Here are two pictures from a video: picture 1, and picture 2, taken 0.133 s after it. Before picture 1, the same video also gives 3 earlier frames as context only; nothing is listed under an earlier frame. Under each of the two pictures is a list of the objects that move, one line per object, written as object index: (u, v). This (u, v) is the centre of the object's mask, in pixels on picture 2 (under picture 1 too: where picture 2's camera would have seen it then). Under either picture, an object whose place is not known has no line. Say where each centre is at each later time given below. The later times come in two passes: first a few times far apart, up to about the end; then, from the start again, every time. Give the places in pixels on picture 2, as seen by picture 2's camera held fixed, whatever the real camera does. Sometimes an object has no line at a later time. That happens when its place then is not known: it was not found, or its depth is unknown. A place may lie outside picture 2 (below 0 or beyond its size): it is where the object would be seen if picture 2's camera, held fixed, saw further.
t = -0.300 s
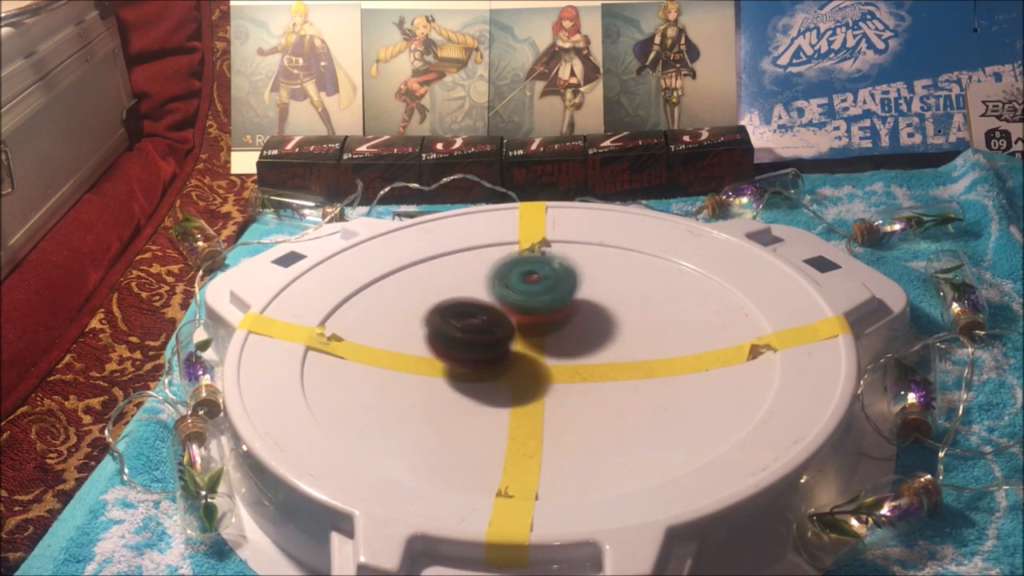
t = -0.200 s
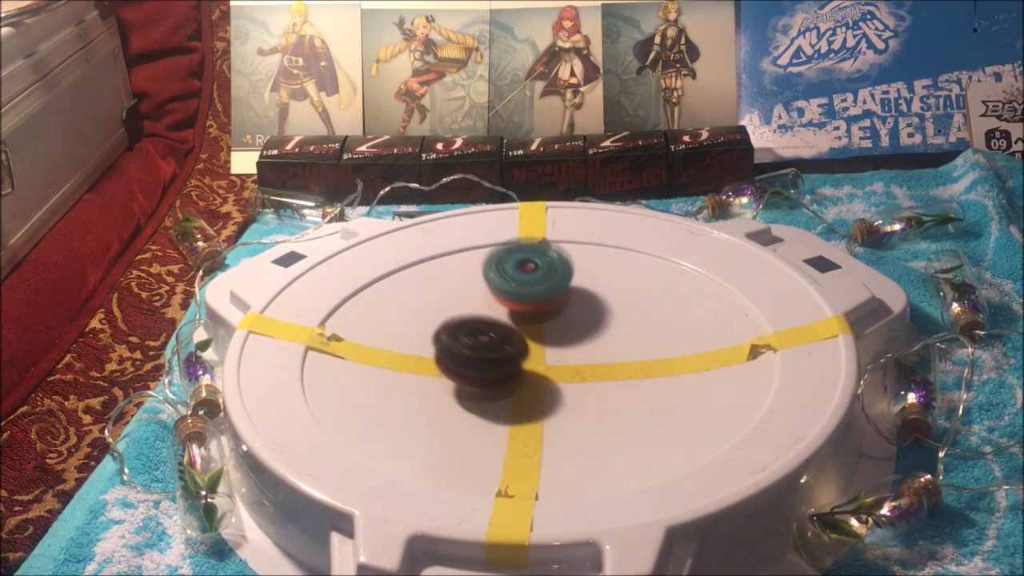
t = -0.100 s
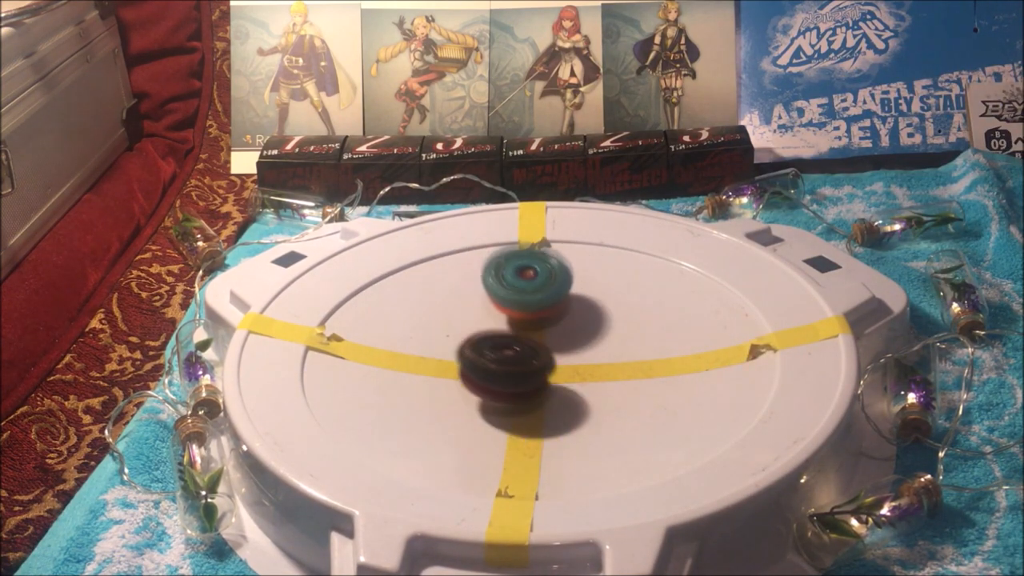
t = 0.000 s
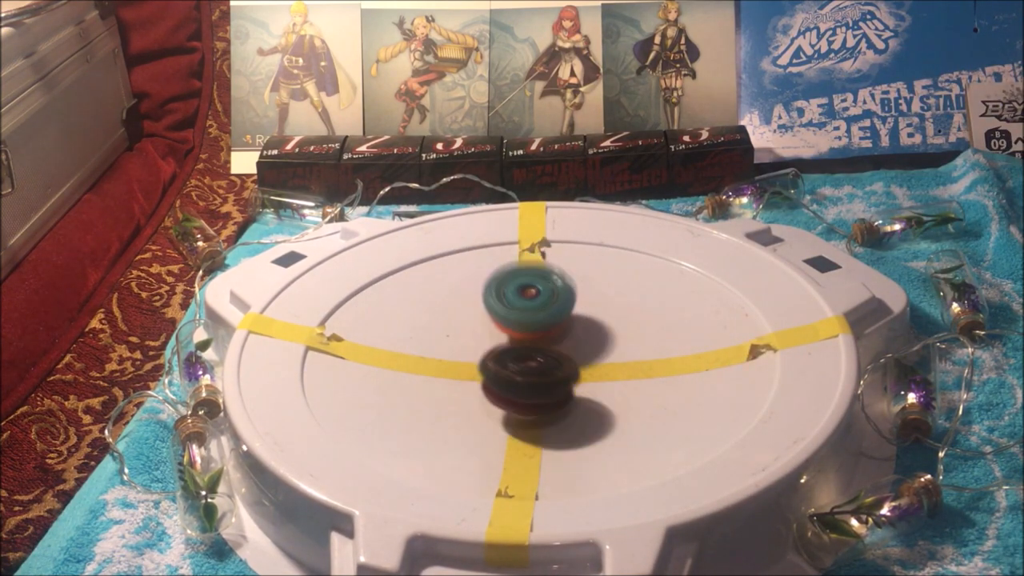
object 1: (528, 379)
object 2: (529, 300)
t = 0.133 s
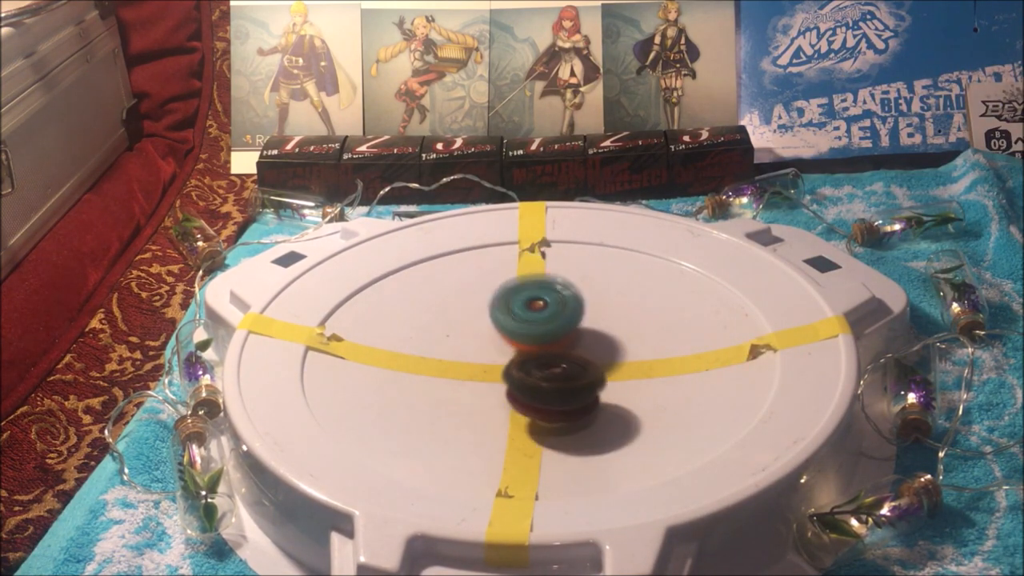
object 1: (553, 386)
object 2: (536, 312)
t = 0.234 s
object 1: (570, 384)
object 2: (578, 312)
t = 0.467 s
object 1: (595, 370)
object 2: (598, 289)
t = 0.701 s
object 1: (610, 350)
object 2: (546, 299)
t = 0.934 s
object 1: (636, 329)
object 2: (502, 332)
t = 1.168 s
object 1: (618, 313)
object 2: (521, 338)
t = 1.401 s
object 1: (620, 284)
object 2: (485, 358)
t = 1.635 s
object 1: (604, 272)
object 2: (514, 341)
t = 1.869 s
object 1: (571, 263)
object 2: (493, 313)
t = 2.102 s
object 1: (549, 266)
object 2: (516, 328)
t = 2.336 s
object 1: (525, 271)
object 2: (514, 333)
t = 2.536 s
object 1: (501, 281)
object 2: (524, 344)
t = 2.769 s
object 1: (472, 293)
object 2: (553, 338)
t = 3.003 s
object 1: (456, 302)
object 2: (561, 318)
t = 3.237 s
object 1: (471, 321)
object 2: (570, 316)
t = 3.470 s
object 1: (478, 337)
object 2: (586, 328)
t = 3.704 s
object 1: (483, 351)
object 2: (575, 311)
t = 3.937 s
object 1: (502, 365)
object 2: (558, 313)
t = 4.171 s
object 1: (524, 369)
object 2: (548, 307)
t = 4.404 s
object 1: (545, 367)
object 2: (546, 300)
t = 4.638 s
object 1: (573, 364)
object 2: (549, 293)
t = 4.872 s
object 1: (590, 355)
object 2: (544, 300)
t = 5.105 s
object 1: (597, 352)
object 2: (532, 299)
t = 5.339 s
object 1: (590, 344)
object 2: (526, 298)
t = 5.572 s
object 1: (587, 340)
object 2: (507, 291)
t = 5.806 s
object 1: (582, 335)
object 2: (497, 294)
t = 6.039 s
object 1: (585, 336)
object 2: (493, 297)
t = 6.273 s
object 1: (585, 338)
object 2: (501, 304)
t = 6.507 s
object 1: (588, 342)
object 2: (508, 304)
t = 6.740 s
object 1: (584, 345)
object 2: (511, 303)
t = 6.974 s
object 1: (586, 349)
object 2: (504, 300)
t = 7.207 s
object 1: (587, 356)
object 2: (507, 301)
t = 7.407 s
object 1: (570, 358)
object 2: (511, 301)
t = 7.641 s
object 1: (548, 354)
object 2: (510, 296)
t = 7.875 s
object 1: (542, 349)
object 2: (509, 290)
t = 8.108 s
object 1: (540, 357)
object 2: (511, 291)
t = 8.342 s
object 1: (553, 357)
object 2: (507, 289)
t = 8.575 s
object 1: (568, 359)
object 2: (512, 292)
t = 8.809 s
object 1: (573, 351)
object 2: (523, 297)
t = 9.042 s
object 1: (580, 353)
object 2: (519, 292)
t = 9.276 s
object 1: (575, 349)
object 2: (517, 298)
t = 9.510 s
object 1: (570, 347)
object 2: (508, 299)
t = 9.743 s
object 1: (567, 357)
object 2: (506, 295)
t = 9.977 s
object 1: (555, 356)
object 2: (518, 298)
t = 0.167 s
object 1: (559, 386)
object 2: (550, 314)
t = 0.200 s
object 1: (564, 385)
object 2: (565, 314)
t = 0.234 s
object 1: (570, 384)
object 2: (578, 312)
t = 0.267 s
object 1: (575, 382)
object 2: (590, 308)
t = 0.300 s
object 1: (580, 380)
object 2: (600, 304)
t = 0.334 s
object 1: (584, 379)
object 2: (605, 298)
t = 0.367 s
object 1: (587, 377)
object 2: (607, 294)
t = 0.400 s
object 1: (590, 374)
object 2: (606, 291)
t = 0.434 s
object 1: (592, 372)
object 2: (603, 289)
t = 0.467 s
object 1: (595, 370)
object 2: (598, 289)
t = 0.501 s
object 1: (596, 367)
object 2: (592, 290)
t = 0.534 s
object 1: (597, 363)
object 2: (585, 293)
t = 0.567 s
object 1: (599, 360)
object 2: (578, 295)
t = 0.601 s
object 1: (601, 358)
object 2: (570, 297)
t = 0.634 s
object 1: (602, 353)
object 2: (561, 298)
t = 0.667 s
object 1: (607, 352)
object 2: (553, 299)
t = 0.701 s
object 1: (610, 350)
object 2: (546, 299)
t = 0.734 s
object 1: (611, 347)
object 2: (543, 300)
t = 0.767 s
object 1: (612, 343)
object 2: (540, 302)
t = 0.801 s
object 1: (614, 341)
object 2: (534, 307)
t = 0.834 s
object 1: (618, 337)
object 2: (530, 312)
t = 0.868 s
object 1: (625, 335)
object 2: (521, 318)
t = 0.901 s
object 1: (632, 332)
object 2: (513, 325)
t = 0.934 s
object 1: (636, 329)
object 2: (502, 332)
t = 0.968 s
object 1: (639, 326)
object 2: (496, 337)
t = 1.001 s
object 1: (639, 323)
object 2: (493, 339)
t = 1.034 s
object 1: (637, 320)
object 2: (494, 340)
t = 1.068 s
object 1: (632, 318)
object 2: (500, 339)
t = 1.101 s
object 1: (625, 317)
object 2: (509, 337)
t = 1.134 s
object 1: (618, 317)
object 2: (520, 335)
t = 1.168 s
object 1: (618, 313)
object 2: (521, 338)
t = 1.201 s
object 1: (620, 309)
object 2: (519, 341)
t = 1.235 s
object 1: (621, 304)
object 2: (512, 345)
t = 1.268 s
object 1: (622, 300)
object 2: (503, 350)
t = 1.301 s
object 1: (622, 295)
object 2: (495, 354)
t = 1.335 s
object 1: (622, 291)
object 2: (490, 357)
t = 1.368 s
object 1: (621, 288)
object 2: (486, 358)
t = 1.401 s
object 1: (620, 284)
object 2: (485, 358)
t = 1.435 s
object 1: (619, 281)
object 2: (486, 357)
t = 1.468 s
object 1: (617, 279)
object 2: (488, 354)
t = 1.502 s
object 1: (615, 277)
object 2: (493, 352)
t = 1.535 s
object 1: (613, 275)
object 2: (497, 348)
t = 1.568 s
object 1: (610, 273)
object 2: (503, 344)
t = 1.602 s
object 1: (607, 272)
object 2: (508, 342)
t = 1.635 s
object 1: (604, 272)
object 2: (514, 341)
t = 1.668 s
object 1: (599, 272)
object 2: (512, 337)
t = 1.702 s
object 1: (594, 271)
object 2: (509, 332)
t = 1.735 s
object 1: (588, 271)
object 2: (506, 325)
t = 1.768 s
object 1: (582, 271)
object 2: (503, 318)
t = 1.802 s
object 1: (575, 271)
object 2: (502, 313)
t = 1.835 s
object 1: (571, 267)
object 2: (498, 311)
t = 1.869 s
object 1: (571, 263)
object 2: (493, 313)
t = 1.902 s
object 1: (570, 261)
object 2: (490, 316)
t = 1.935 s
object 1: (567, 261)
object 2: (490, 318)
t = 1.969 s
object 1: (564, 261)
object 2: (493, 321)
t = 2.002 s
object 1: (561, 261)
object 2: (497, 324)
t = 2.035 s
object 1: (557, 263)
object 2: (504, 326)
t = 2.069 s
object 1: (553, 265)
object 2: (510, 328)
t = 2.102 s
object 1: (549, 266)
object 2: (516, 328)
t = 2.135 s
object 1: (545, 266)
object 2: (520, 327)
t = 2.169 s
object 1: (542, 266)
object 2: (520, 327)
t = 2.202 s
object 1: (540, 266)
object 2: (517, 330)
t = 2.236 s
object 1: (537, 267)
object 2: (515, 332)
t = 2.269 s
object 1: (534, 268)
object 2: (514, 333)
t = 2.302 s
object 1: (530, 269)
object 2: (514, 333)
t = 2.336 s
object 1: (525, 271)
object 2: (514, 333)
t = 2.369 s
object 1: (521, 272)
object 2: (515, 333)
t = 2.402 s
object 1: (516, 272)
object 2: (515, 335)
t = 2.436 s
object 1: (513, 275)
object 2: (516, 337)
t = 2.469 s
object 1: (508, 277)
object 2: (518, 338)
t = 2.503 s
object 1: (504, 279)
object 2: (521, 342)
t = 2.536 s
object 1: (501, 281)
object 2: (524, 344)
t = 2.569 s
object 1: (498, 282)
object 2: (528, 344)
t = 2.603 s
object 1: (494, 284)
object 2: (531, 343)
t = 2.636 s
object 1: (490, 287)
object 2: (533, 342)
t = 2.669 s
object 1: (485, 290)
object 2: (535, 341)
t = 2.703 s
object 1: (480, 291)
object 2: (542, 340)
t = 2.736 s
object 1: (476, 292)
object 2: (548, 340)
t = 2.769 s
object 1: (472, 293)
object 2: (553, 338)
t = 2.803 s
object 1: (469, 294)
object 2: (556, 335)
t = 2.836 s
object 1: (466, 295)
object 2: (557, 332)
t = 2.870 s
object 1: (463, 297)
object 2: (559, 330)
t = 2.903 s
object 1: (460, 298)
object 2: (559, 327)
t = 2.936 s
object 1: (458, 300)
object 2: (559, 323)
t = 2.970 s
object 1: (457, 301)
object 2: (560, 321)
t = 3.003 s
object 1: (456, 302)
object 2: (561, 318)
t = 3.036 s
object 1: (457, 304)
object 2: (563, 315)
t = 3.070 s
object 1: (458, 306)
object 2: (565, 314)
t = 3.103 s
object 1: (460, 309)
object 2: (566, 313)
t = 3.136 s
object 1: (461, 312)
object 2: (568, 312)
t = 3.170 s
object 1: (464, 314)
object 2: (569, 313)
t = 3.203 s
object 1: (467, 318)
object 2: (569, 314)
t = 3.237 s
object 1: (471, 321)
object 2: (570, 316)
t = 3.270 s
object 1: (474, 323)
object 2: (571, 319)
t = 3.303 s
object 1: (475, 326)
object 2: (576, 320)
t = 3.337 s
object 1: (478, 329)
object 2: (577, 323)
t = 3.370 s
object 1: (479, 330)
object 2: (578, 326)
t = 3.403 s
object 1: (476, 333)
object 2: (584, 327)
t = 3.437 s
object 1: (476, 335)
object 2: (587, 329)
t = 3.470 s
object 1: (478, 337)
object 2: (586, 328)
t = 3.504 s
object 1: (481, 339)
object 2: (581, 328)
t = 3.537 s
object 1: (476, 341)
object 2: (583, 324)
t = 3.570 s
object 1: (473, 343)
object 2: (585, 320)
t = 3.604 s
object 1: (472, 344)
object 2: (585, 316)
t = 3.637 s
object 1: (473, 346)
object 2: (582, 314)
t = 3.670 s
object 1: (478, 349)
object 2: (579, 312)
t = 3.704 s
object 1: (483, 351)
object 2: (575, 311)
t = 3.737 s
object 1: (487, 352)
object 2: (571, 312)
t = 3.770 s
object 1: (491, 354)
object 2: (567, 312)
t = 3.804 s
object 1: (493, 357)
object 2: (564, 313)
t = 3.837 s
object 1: (495, 360)
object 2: (562, 313)
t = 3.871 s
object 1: (498, 362)
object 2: (559, 312)
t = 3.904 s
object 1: (500, 364)
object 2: (558, 311)
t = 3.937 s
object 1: (502, 365)
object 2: (558, 313)
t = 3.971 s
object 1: (505, 366)
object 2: (555, 310)
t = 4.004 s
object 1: (509, 366)
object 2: (553, 309)
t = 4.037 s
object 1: (512, 367)
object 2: (551, 309)
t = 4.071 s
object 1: (515, 367)
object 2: (549, 308)
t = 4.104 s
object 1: (519, 369)
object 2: (550, 309)
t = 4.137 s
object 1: (521, 369)
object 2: (549, 308)
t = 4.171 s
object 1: (524, 369)
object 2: (548, 307)
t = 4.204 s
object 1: (525, 368)
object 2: (548, 306)
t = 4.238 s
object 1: (528, 367)
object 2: (548, 305)
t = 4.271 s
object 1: (531, 367)
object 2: (547, 304)
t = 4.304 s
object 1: (535, 368)
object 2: (547, 303)
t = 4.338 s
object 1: (537, 368)
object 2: (547, 301)
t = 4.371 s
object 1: (541, 368)
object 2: (547, 301)
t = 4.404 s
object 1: (545, 367)
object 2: (546, 300)
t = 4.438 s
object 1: (550, 364)
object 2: (546, 299)
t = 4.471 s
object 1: (554, 363)
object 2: (546, 300)
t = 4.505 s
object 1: (559, 364)
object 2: (545, 298)
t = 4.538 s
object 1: (563, 365)
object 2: (545, 294)
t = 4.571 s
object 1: (566, 365)
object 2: (546, 292)
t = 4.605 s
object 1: (570, 365)
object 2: (548, 292)
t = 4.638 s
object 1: (573, 364)
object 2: (549, 293)
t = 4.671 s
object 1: (577, 363)
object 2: (549, 294)
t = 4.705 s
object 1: (579, 361)
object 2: (549, 295)
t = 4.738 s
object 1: (582, 360)
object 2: (549, 297)
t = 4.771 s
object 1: (585, 357)
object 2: (548, 299)
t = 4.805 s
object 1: (588, 356)
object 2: (547, 300)
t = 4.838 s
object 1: (590, 356)
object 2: (545, 300)
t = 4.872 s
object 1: (590, 355)
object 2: (544, 300)
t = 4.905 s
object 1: (591, 354)
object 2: (543, 301)
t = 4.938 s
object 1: (592, 355)
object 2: (542, 300)
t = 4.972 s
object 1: (593, 354)
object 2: (540, 300)
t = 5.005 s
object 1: (593, 353)
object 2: (539, 300)
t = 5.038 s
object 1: (593, 352)
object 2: (536, 301)
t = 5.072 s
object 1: (594, 351)
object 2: (535, 301)
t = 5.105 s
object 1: (597, 352)
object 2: (532, 299)
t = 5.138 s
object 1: (597, 352)
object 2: (529, 298)
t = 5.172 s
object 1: (597, 351)
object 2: (528, 297)
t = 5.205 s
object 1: (596, 350)
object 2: (526, 297)
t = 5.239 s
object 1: (595, 349)
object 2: (526, 297)
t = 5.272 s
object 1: (594, 347)
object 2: (525, 297)
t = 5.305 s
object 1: (592, 346)
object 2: (525, 298)
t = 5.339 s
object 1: (590, 344)
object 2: (526, 298)
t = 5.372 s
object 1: (591, 344)
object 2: (523, 297)
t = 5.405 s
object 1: (590, 344)
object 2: (520, 295)
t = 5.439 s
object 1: (587, 343)
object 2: (518, 295)
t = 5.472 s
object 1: (586, 341)
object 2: (516, 294)
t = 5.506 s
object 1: (584, 339)
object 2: (516, 295)
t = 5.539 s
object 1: (587, 340)
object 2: (512, 293)
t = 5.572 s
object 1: (587, 340)
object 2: (507, 291)
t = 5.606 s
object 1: (586, 340)
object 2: (503, 289)
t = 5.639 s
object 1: (584, 338)
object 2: (501, 289)
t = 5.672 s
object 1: (582, 337)
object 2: (500, 289)
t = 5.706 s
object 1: (581, 335)
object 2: (501, 291)
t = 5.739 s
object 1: (578, 334)
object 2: (501, 294)
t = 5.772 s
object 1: (579, 333)
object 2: (501, 295)
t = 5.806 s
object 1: (582, 335)
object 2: (497, 294)
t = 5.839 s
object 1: (581, 336)
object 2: (493, 293)
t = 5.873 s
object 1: (580, 335)
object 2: (492, 293)
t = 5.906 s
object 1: (580, 335)
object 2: (493, 294)
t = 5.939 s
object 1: (579, 334)
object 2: (495, 296)
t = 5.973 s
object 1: (578, 334)
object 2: (496, 298)
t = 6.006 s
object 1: (580, 334)
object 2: (497, 298)
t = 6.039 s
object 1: (585, 336)
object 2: (493, 297)
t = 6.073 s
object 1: (587, 337)
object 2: (490, 296)
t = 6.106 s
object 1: (588, 338)
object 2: (490, 296)
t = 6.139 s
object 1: (588, 339)
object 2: (490, 297)
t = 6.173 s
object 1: (587, 339)
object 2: (492, 298)
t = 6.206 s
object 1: (585, 339)
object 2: (494, 300)
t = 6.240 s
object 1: (585, 338)
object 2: (498, 302)
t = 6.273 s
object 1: (585, 338)
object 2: (501, 304)
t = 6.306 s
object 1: (586, 338)
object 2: (504, 304)
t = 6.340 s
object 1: (588, 340)
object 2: (503, 303)
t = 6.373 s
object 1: (588, 341)
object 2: (504, 302)
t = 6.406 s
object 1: (587, 341)
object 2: (506, 303)
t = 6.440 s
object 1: (587, 341)
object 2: (508, 304)
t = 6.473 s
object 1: (587, 341)
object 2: (509, 304)
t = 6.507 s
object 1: (588, 342)
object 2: (508, 304)
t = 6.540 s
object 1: (588, 343)
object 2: (508, 304)
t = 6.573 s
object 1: (587, 344)
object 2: (509, 304)
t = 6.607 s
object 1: (586, 343)
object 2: (510, 305)
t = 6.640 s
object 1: (587, 344)
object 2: (510, 304)
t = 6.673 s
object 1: (586, 344)
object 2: (511, 303)
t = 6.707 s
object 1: (586, 345)
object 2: (511, 303)
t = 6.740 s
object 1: (584, 345)
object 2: (511, 303)
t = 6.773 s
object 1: (581, 345)
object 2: (510, 303)
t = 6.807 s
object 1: (579, 346)
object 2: (508, 303)
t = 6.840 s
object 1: (578, 346)
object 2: (508, 303)
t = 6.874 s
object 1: (578, 346)
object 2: (507, 302)
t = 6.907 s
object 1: (581, 347)
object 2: (505, 301)
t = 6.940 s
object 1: (582, 347)
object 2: (504, 300)
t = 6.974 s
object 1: (586, 349)
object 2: (504, 300)
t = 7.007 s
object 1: (588, 348)
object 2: (505, 301)
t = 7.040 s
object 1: (587, 349)
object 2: (506, 302)
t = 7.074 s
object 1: (586, 349)
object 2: (509, 303)
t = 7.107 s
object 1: (584, 349)
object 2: (511, 304)
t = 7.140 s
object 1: (581, 350)
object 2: (512, 306)
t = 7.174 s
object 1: (586, 353)
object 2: (510, 304)
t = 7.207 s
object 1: (587, 356)
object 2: (507, 301)
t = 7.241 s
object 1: (585, 358)
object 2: (506, 299)
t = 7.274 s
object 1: (583, 359)
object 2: (506, 298)
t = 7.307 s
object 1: (580, 359)
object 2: (506, 299)
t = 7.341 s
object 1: (577, 359)
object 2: (507, 299)
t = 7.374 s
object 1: (574, 359)
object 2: (509, 300)
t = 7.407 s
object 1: (570, 358)
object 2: (511, 301)
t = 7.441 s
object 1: (566, 358)
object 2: (512, 302)
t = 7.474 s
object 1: (562, 357)
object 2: (513, 302)
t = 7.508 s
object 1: (559, 357)
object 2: (512, 301)
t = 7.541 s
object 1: (557, 357)
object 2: (510, 299)
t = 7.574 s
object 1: (554, 356)
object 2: (509, 297)
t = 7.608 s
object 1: (550, 355)
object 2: (510, 297)
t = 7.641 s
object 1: (548, 354)
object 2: (510, 296)
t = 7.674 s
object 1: (547, 353)
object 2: (510, 294)
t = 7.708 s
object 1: (544, 352)
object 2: (510, 293)
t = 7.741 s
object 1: (544, 351)
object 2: (510, 293)
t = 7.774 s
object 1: (544, 350)
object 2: (508, 291)
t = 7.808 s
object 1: (543, 349)
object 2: (508, 290)
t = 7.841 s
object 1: (543, 350)
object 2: (508, 290)
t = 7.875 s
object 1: (542, 349)
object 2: (509, 290)
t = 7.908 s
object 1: (542, 350)
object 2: (510, 290)
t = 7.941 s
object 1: (542, 350)
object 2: (510, 290)
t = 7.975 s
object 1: (541, 349)
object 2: (510, 290)
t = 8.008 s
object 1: (541, 350)
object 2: (510, 291)
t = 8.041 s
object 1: (542, 352)
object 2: (509, 291)
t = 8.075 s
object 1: (540, 356)
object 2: (510, 291)
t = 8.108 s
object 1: (540, 357)
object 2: (511, 291)
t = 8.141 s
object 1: (540, 357)
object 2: (512, 291)
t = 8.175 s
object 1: (541, 357)
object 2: (512, 292)
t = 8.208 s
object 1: (541, 357)
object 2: (511, 292)
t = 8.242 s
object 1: (543, 356)
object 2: (510, 293)
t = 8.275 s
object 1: (544, 352)
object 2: (510, 293)
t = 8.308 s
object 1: (548, 355)
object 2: (509, 291)
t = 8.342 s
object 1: (553, 357)
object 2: (507, 289)
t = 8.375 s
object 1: (556, 359)
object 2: (504, 285)
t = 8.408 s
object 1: (559, 360)
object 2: (504, 283)
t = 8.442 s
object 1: (561, 360)
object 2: (505, 284)
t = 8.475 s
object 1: (563, 361)
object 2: (506, 285)
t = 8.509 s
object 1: (564, 361)
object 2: (508, 287)
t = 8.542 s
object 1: (566, 360)
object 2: (510, 289)
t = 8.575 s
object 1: (568, 359)
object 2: (512, 292)
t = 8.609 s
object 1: (569, 358)
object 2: (515, 294)
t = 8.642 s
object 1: (569, 356)
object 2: (517, 296)
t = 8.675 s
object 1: (570, 354)
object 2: (520, 297)
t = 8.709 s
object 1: (570, 353)
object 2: (522, 298)
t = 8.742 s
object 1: (572, 352)
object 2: (522, 298)
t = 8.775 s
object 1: (572, 352)
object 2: (522, 298)
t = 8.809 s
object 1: (573, 351)
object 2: (523, 297)
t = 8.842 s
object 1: (574, 351)
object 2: (522, 296)
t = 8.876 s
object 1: (574, 350)
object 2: (523, 296)
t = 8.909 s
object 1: (574, 349)
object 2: (523, 297)
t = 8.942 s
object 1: (577, 350)
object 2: (523, 296)
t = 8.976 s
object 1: (580, 353)
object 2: (521, 294)
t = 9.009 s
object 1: (580, 354)
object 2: (520, 292)
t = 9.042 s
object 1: (580, 353)
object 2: (519, 292)
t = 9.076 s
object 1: (580, 353)
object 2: (518, 292)
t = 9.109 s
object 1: (579, 353)
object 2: (518, 293)
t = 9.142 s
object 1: (578, 352)
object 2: (517, 294)
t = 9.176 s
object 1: (576, 351)
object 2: (517, 295)
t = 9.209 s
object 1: (575, 350)
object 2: (517, 296)
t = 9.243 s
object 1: (574, 349)
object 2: (517, 297)
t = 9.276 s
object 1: (575, 349)
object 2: (517, 298)
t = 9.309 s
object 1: (577, 349)
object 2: (515, 298)
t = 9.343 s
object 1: (576, 350)
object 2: (513, 297)
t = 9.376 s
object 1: (574, 350)
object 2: (511, 297)
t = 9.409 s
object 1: (572, 349)
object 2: (509, 296)
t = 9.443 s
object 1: (572, 348)
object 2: (508, 297)
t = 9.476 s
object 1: (571, 347)
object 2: (508, 298)
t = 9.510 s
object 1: (570, 347)
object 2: (508, 299)
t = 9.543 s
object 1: (573, 350)
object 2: (506, 298)
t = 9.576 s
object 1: (574, 353)
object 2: (504, 295)
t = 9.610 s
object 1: (573, 355)
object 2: (503, 293)
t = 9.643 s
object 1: (571, 356)
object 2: (503, 291)
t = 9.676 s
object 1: (570, 357)
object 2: (504, 292)
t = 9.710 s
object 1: (569, 357)
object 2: (505, 293)
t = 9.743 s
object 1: (567, 357)
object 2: (506, 295)
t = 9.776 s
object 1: (565, 357)
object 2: (509, 298)
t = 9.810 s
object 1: (563, 356)
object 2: (512, 299)
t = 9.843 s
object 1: (561, 355)
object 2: (514, 298)
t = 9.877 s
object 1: (559, 356)
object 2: (516, 298)
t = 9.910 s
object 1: (558, 356)
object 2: (516, 298)
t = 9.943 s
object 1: (556, 356)
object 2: (517, 298)
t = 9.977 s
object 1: (555, 356)
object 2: (518, 298)
